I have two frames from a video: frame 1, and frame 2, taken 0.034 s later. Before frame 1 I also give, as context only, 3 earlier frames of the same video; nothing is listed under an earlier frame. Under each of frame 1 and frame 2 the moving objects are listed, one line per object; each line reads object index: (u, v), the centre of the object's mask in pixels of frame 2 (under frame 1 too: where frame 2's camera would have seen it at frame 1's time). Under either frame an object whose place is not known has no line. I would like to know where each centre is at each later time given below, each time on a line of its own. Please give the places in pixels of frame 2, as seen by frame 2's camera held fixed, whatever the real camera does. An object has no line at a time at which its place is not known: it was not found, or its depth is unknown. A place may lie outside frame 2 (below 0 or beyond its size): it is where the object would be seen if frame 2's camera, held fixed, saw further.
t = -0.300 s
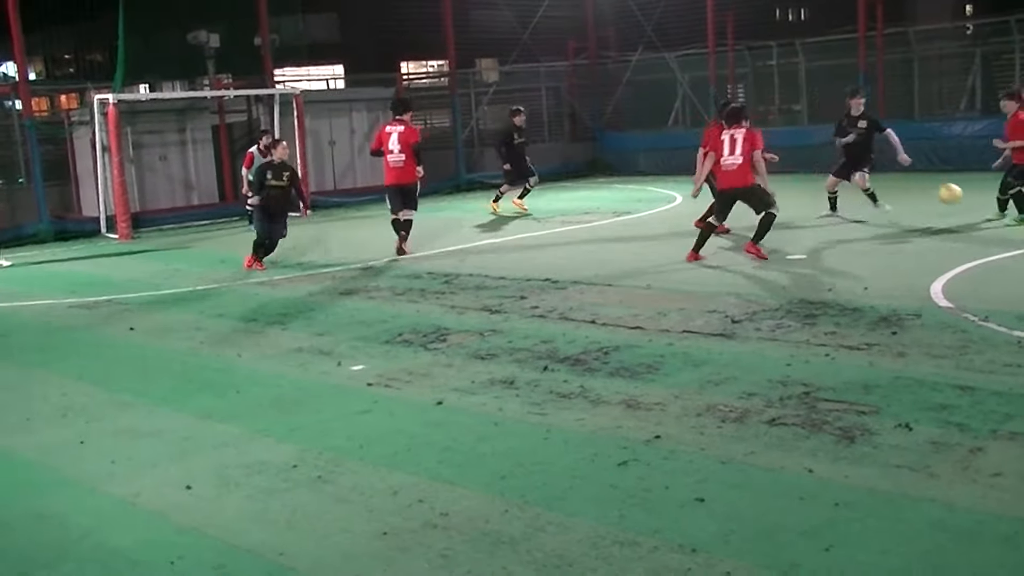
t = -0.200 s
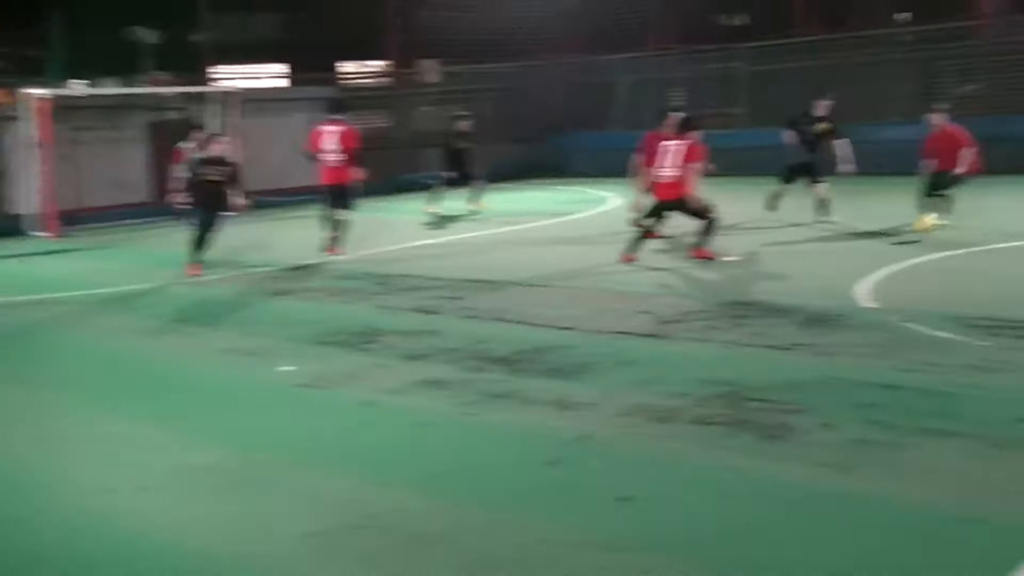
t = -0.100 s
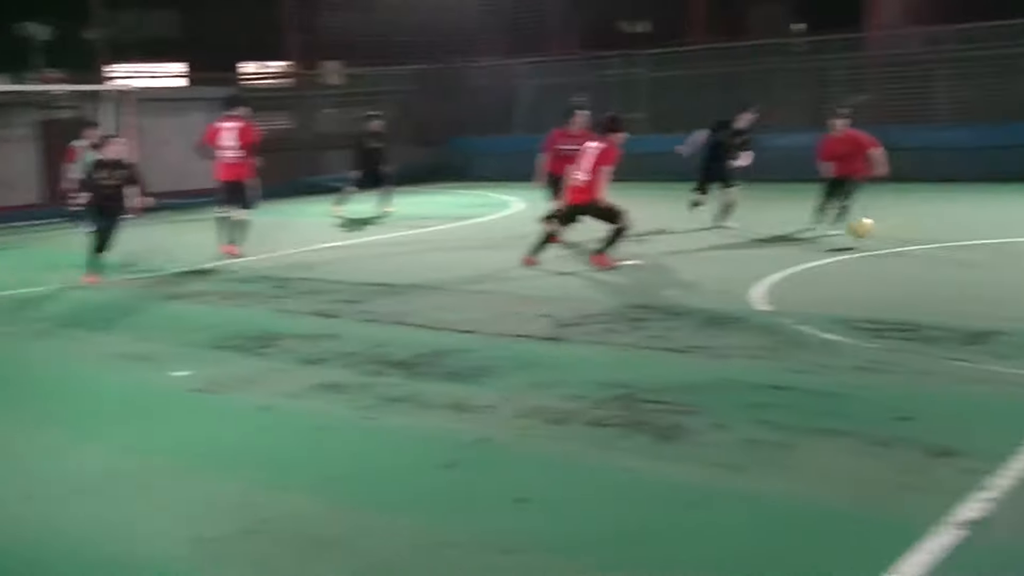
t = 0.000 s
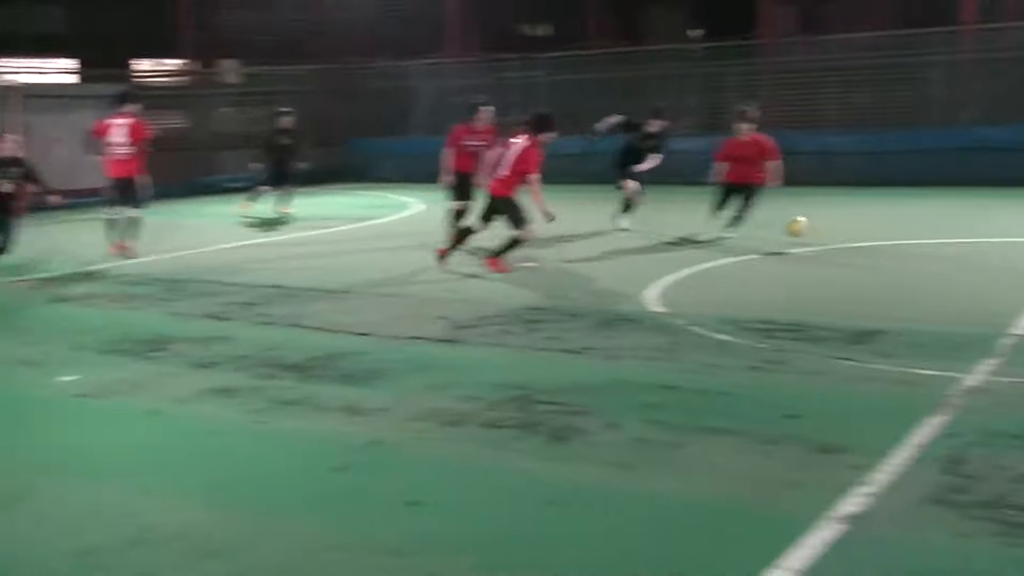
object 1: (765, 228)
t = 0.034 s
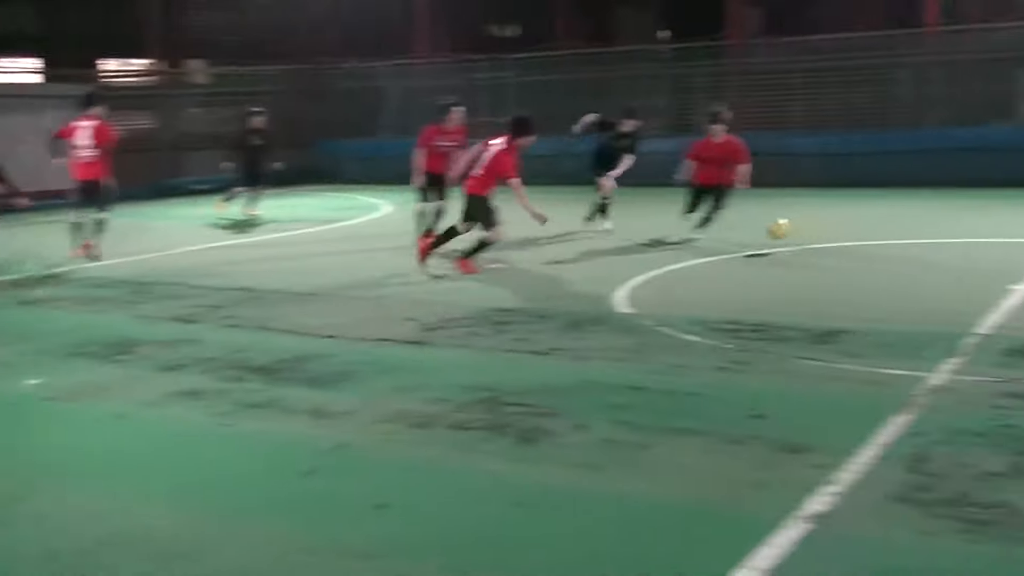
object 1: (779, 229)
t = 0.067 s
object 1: (792, 232)
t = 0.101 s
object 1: (807, 235)
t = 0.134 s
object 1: (821, 240)
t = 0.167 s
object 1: (836, 242)
